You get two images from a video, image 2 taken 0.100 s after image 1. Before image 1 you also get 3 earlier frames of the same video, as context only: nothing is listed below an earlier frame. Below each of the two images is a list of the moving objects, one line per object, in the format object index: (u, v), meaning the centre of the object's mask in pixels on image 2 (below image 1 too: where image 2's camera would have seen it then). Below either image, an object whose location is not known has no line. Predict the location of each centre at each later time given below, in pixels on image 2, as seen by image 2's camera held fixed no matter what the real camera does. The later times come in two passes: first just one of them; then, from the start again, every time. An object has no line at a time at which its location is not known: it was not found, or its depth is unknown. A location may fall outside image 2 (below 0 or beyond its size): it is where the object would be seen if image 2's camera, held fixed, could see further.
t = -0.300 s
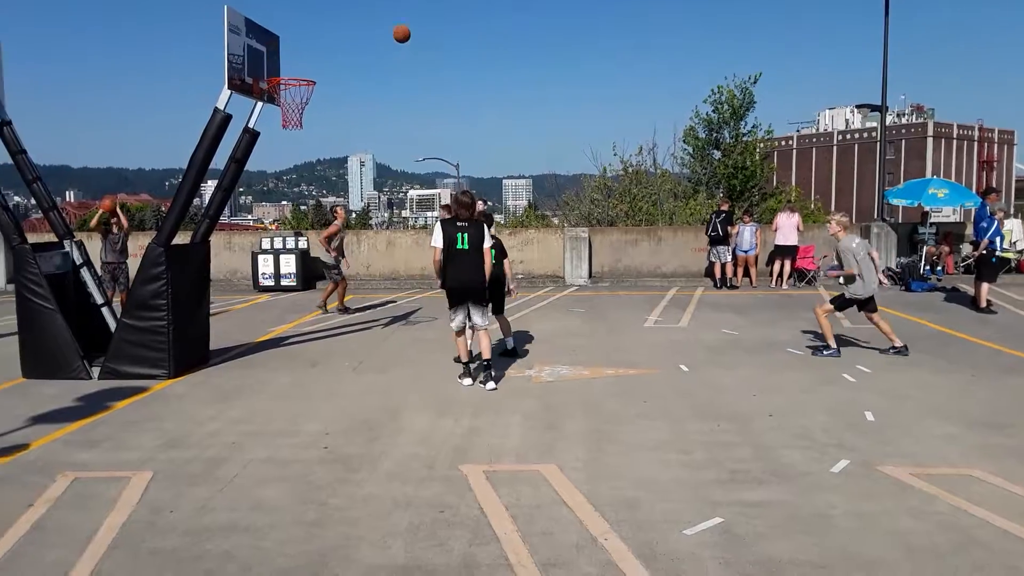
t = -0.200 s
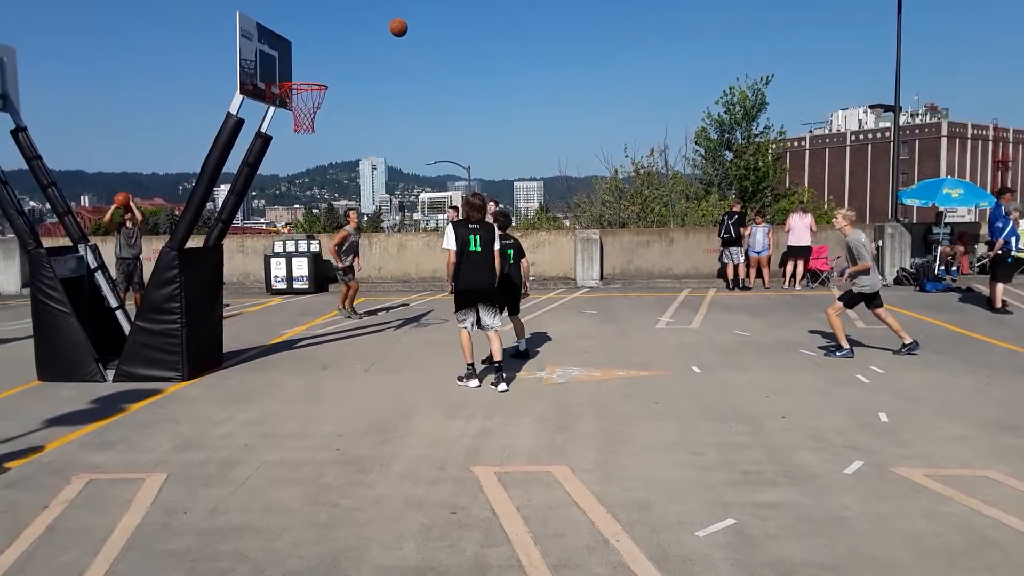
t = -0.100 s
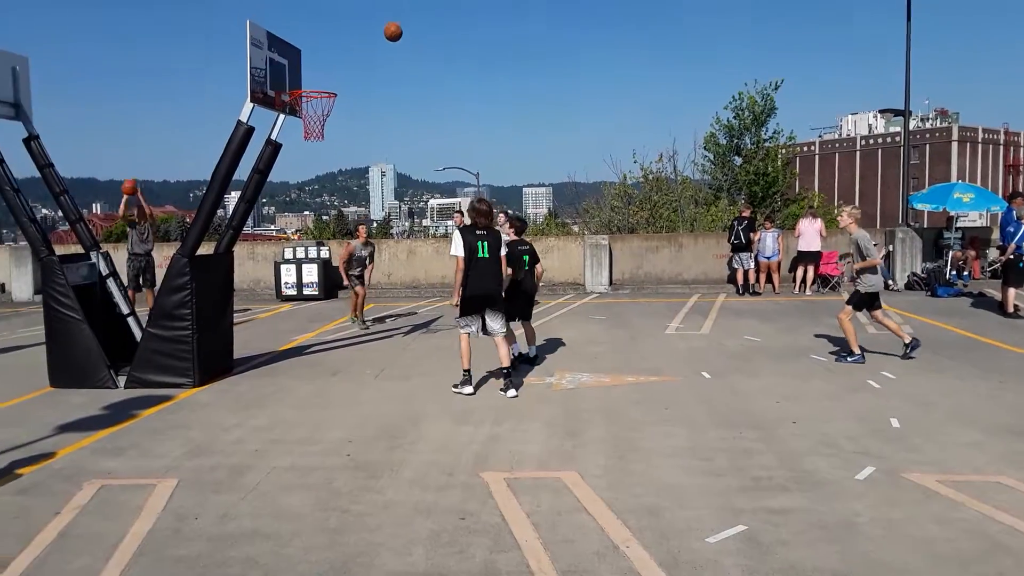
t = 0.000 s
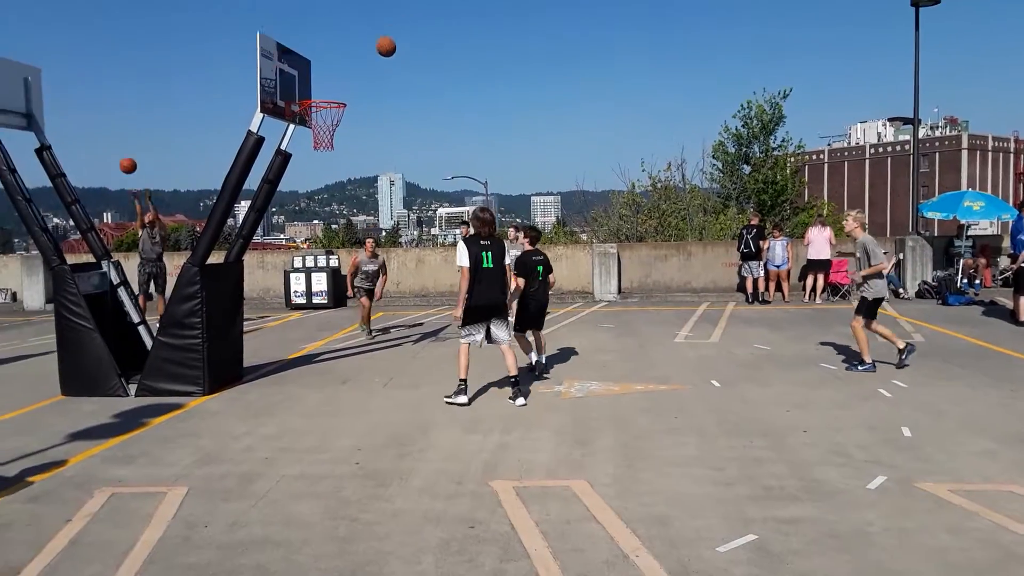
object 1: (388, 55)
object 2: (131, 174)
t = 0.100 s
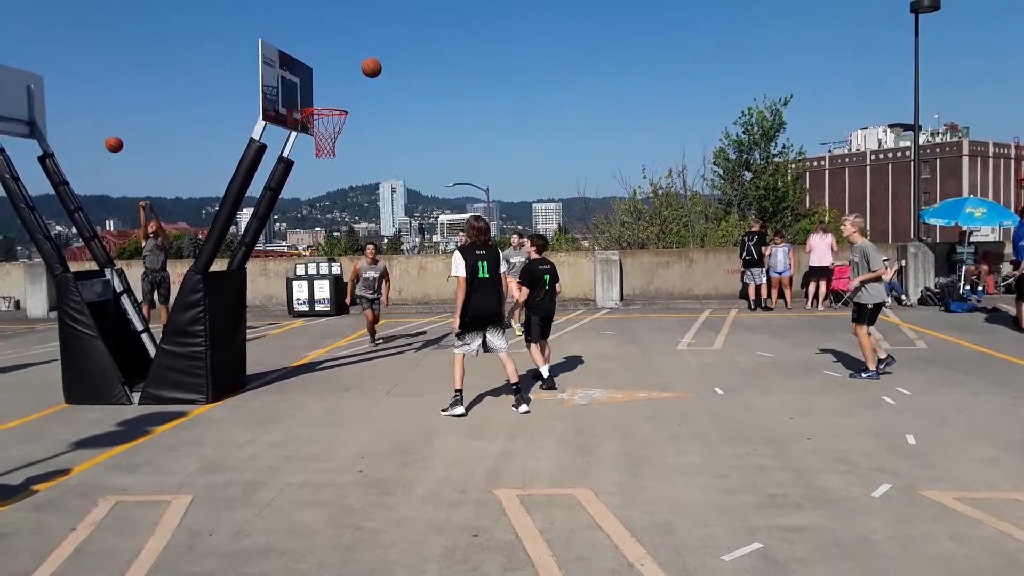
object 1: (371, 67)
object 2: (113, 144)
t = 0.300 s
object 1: (336, 124)
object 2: (78, 102)
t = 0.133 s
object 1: (365, 73)
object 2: (107, 135)
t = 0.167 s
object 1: (360, 81)
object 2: (101, 127)
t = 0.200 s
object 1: (354, 90)
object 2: (96, 120)
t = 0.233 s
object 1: (348, 99)
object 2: (89, 113)
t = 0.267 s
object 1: (342, 110)
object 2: (84, 107)
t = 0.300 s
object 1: (336, 124)
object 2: (78, 102)
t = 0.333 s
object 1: (330, 136)
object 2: (71, 98)
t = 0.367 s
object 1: (324, 148)
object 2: (65, 93)
